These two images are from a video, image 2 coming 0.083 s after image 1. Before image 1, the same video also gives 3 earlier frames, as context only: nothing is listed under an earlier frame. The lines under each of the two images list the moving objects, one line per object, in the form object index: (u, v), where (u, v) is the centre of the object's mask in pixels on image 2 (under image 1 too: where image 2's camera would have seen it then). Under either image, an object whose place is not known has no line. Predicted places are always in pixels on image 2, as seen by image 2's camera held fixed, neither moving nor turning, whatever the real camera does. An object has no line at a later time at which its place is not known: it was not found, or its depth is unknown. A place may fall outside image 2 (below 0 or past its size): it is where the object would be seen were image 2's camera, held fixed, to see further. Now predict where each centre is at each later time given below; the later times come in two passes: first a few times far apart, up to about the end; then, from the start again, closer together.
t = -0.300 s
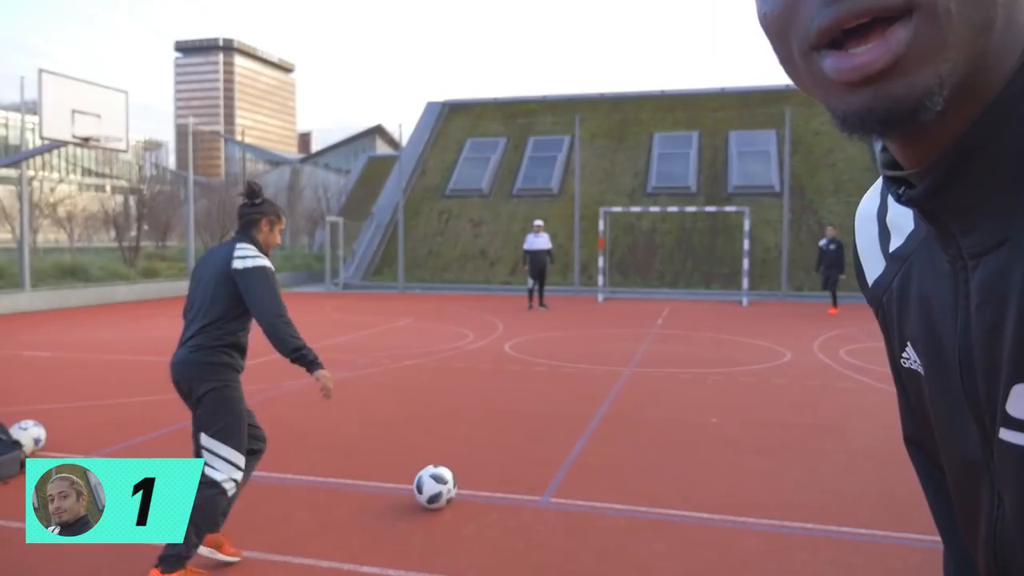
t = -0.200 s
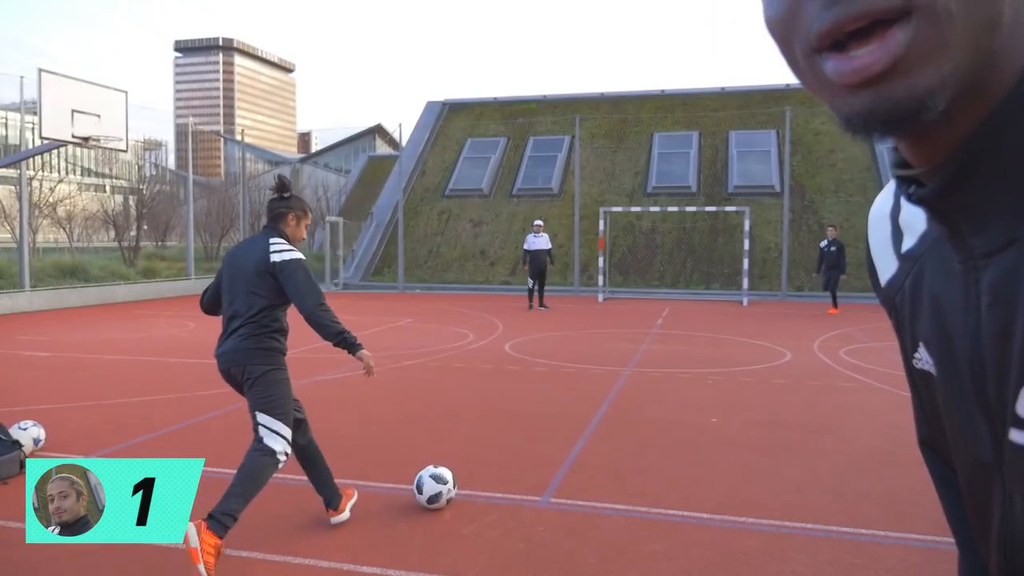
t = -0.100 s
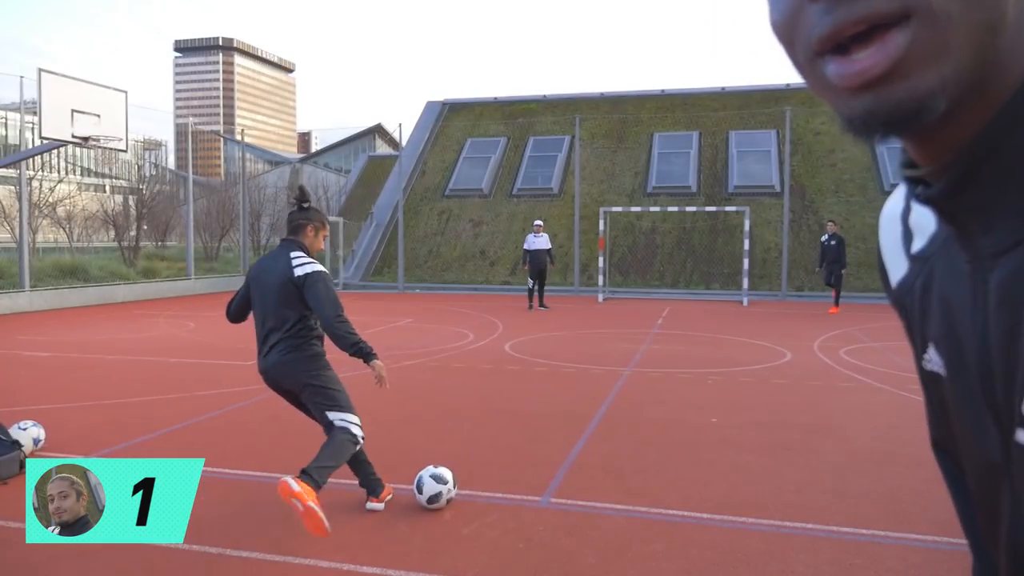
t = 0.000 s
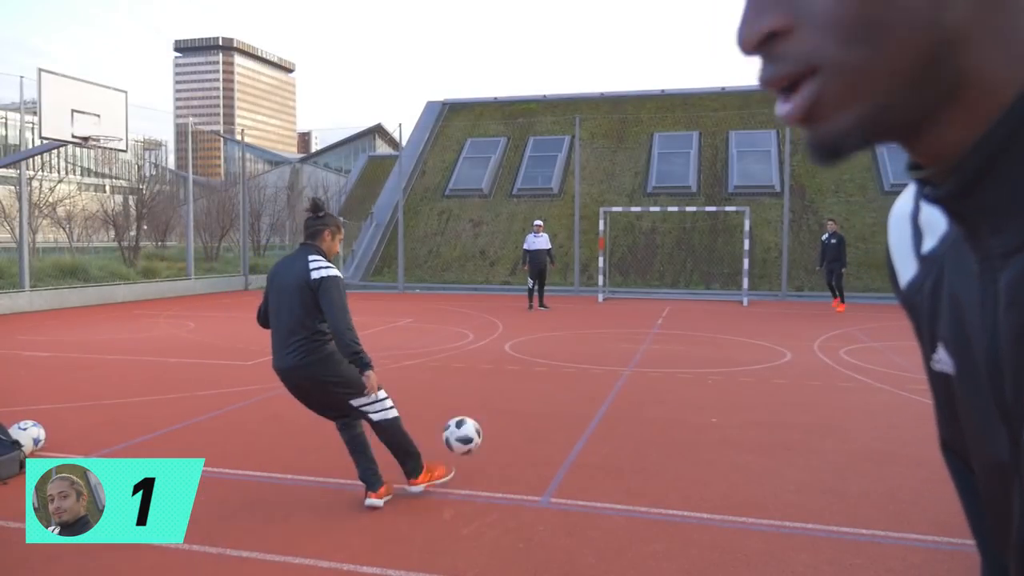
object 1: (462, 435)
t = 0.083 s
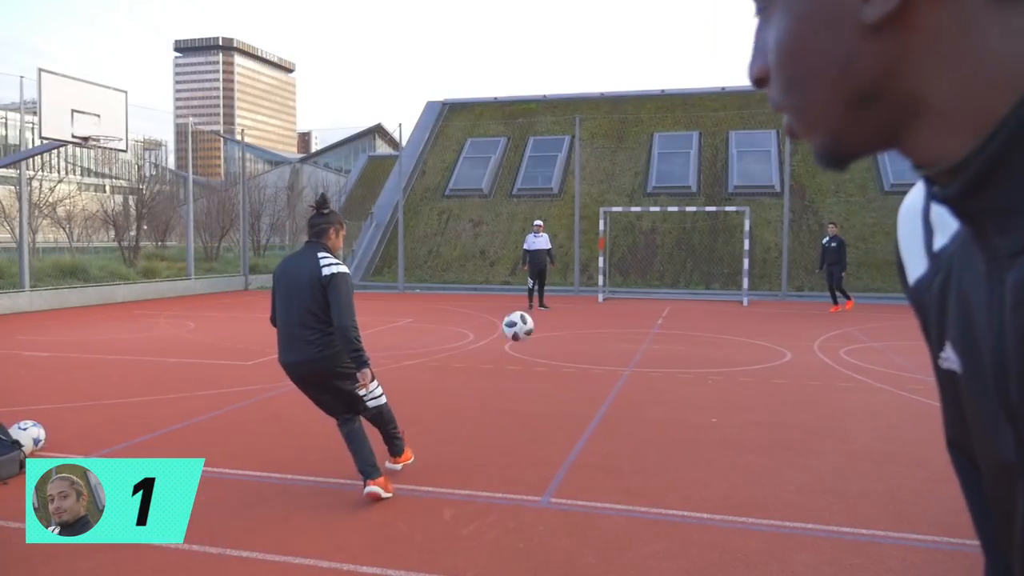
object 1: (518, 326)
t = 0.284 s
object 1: (586, 203)
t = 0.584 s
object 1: (631, 153)
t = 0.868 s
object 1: (653, 162)
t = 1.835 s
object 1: (670, 272)
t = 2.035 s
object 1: (669, 291)
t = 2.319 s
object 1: (666, 278)
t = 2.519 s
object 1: (663, 287)
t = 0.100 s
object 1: (526, 310)
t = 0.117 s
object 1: (534, 295)
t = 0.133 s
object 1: (541, 282)
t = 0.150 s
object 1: (547, 270)
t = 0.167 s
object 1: (554, 259)
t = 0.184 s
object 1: (559, 248)
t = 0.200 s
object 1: (565, 239)
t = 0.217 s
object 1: (570, 231)
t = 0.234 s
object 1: (574, 223)
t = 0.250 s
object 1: (579, 216)
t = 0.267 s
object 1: (583, 209)
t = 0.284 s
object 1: (586, 203)
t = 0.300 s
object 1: (590, 197)
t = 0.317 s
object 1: (594, 192)
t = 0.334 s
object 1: (597, 187)
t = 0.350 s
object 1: (600, 182)
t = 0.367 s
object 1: (603, 178)
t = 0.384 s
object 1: (606, 175)
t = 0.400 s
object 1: (608, 171)
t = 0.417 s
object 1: (611, 169)
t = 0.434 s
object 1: (613, 166)
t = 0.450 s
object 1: (616, 164)
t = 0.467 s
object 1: (618, 162)
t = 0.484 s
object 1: (620, 160)
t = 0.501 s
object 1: (622, 158)
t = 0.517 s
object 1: (624, 156)
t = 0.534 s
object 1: (626, 156)
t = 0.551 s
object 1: (628, 154)
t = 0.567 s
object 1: (630, 154)
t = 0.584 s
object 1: (631, 153)
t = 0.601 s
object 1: (633, 153)
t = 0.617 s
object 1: (635, 152)
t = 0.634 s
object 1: (636, 152)
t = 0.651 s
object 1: (638, 152)
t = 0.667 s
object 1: (639, 152)
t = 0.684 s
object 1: (641, 152)
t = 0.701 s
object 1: (642, 152)
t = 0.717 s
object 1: (644, 153)
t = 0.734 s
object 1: (645, 153)
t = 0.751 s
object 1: (646, 154)
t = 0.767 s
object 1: (647, 155)
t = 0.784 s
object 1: (648, 156)
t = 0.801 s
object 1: (650, 157)
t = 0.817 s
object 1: (651, 158)
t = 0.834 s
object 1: (651, 159)
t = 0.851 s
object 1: (652, 160)
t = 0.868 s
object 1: (653, 162)
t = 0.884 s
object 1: (654, 163)
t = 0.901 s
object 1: (656, 165)
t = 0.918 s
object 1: (656, 166)
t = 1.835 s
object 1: (670, 272)
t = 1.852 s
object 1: (670, 273)
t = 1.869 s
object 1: (670, 275)
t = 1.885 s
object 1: (670, 276)
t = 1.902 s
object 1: (670, 277)
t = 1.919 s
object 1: (670, 279)
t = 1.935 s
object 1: (670, 281)
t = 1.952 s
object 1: (669, 283)
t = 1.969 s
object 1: (669, 284)
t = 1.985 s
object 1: (669, 286)
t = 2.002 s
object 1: (669, 289)
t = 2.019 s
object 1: (669, 291)
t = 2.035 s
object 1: (669, 291)
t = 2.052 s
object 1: (668, 290)
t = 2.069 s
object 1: (668, 289)
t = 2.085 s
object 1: (668, 287)
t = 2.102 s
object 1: (668, 285)
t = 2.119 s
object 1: (668, 285)
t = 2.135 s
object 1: (667, 284)
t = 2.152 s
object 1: (667, 283)
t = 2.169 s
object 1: (667, 282)
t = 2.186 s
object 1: (667, 281)
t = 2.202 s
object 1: (667, 281)
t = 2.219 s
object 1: (667, 280)
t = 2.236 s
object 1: (667, 280)
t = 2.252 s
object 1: (666, 279)
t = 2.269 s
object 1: (666, 279)
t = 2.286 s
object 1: (666, 280)
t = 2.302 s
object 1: (666, 278)
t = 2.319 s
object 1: (666, 278)
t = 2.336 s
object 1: (666, 278)
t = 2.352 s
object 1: (665, 278)
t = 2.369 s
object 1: (665, 278)
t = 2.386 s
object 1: (665, 279)
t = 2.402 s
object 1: (665, 279)
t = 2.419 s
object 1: (665, 280)
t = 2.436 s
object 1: (664, 281)
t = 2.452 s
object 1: (664, 282)
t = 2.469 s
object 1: (664, 283)
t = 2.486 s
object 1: (664, 284)
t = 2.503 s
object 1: (663, 285)
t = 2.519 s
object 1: (663, 287)
